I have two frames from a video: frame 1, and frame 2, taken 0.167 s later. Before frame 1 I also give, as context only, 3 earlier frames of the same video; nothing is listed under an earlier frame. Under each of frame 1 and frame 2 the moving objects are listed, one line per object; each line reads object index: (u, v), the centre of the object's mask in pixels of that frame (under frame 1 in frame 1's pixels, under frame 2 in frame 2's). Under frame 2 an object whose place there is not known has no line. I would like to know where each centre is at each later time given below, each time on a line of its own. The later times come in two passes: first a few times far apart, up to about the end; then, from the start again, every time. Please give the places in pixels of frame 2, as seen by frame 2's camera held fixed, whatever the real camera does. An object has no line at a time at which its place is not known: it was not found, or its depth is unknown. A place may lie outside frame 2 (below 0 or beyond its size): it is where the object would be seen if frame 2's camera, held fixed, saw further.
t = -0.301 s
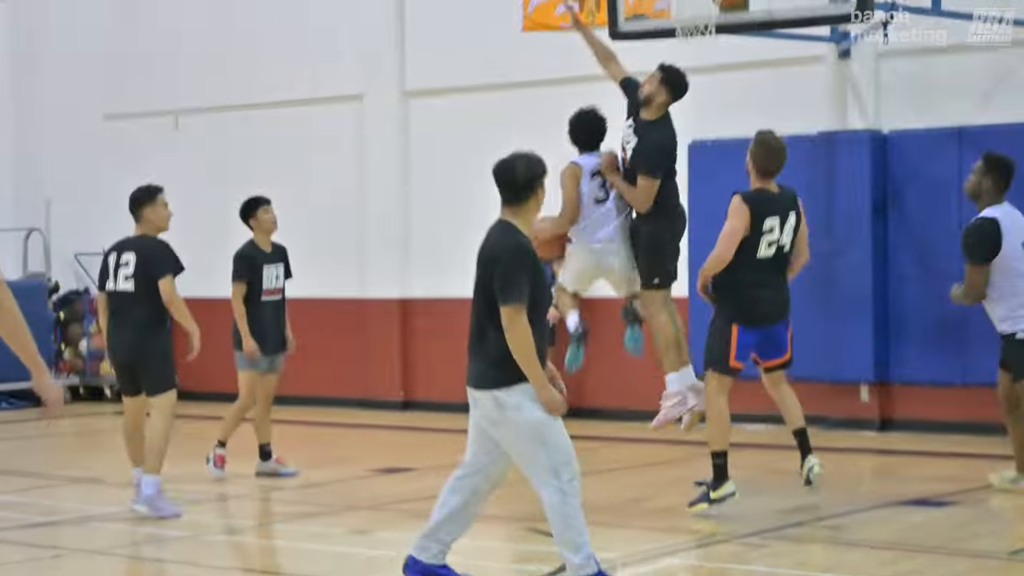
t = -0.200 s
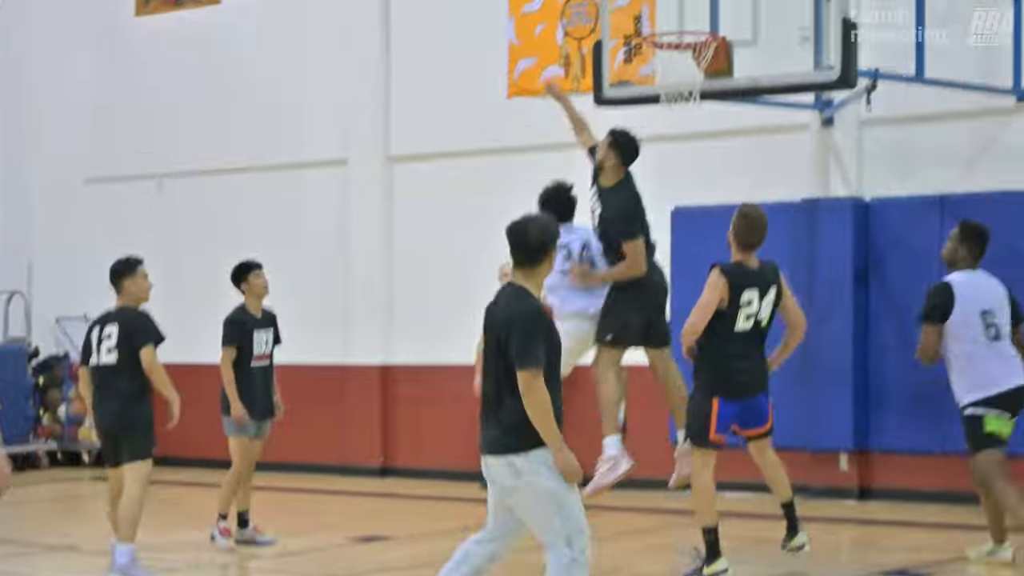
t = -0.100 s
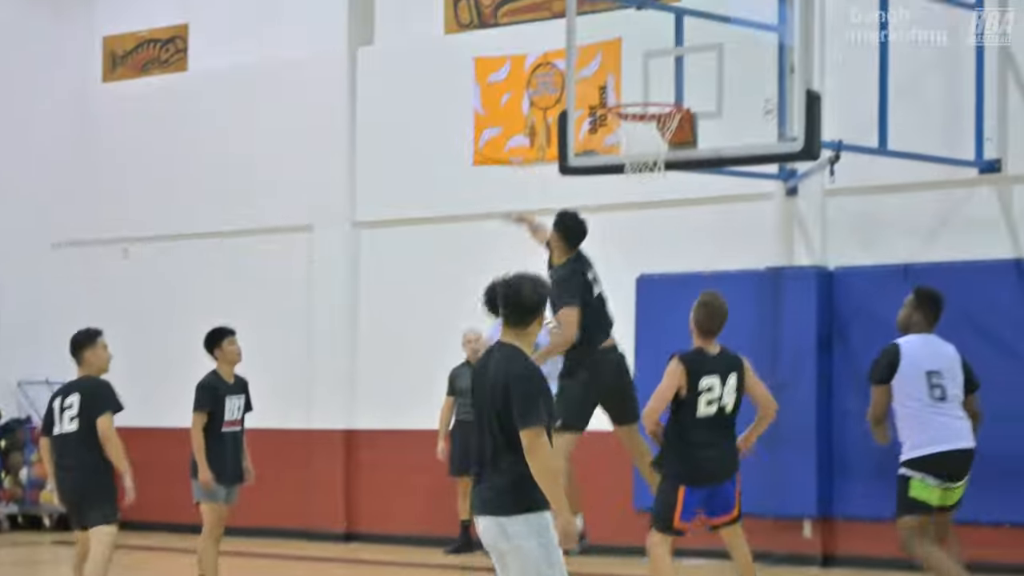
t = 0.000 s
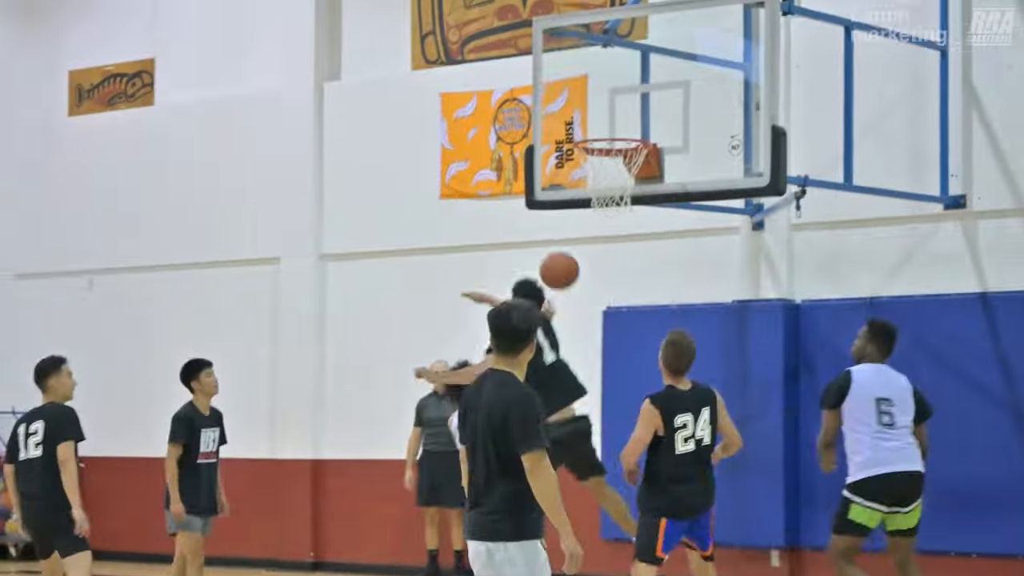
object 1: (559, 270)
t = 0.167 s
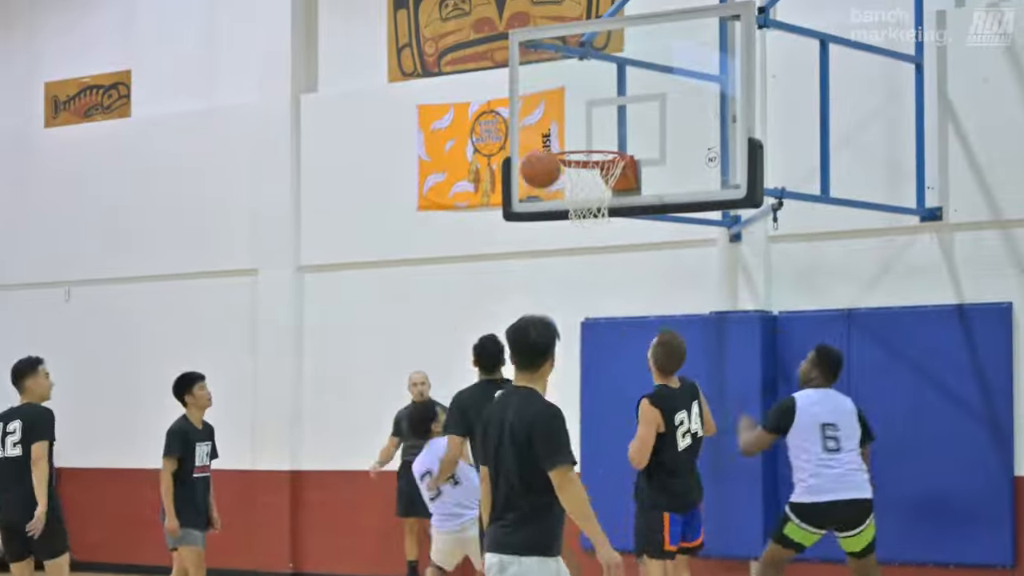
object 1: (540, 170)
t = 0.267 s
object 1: (543, 120)
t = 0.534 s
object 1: (548, 69)
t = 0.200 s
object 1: (541, 151)
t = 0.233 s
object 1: (542, 134)
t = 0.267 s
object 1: (543, 120)
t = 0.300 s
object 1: (543, 108)
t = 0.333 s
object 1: (544, 97)
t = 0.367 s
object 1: (545, 88)
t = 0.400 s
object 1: (545, 80)
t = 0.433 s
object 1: (546, 75)
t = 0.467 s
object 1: (547, 71)
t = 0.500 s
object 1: (548, 70)
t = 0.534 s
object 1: (548, 69)
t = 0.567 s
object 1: (549, 71)
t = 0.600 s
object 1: (550, 75)
